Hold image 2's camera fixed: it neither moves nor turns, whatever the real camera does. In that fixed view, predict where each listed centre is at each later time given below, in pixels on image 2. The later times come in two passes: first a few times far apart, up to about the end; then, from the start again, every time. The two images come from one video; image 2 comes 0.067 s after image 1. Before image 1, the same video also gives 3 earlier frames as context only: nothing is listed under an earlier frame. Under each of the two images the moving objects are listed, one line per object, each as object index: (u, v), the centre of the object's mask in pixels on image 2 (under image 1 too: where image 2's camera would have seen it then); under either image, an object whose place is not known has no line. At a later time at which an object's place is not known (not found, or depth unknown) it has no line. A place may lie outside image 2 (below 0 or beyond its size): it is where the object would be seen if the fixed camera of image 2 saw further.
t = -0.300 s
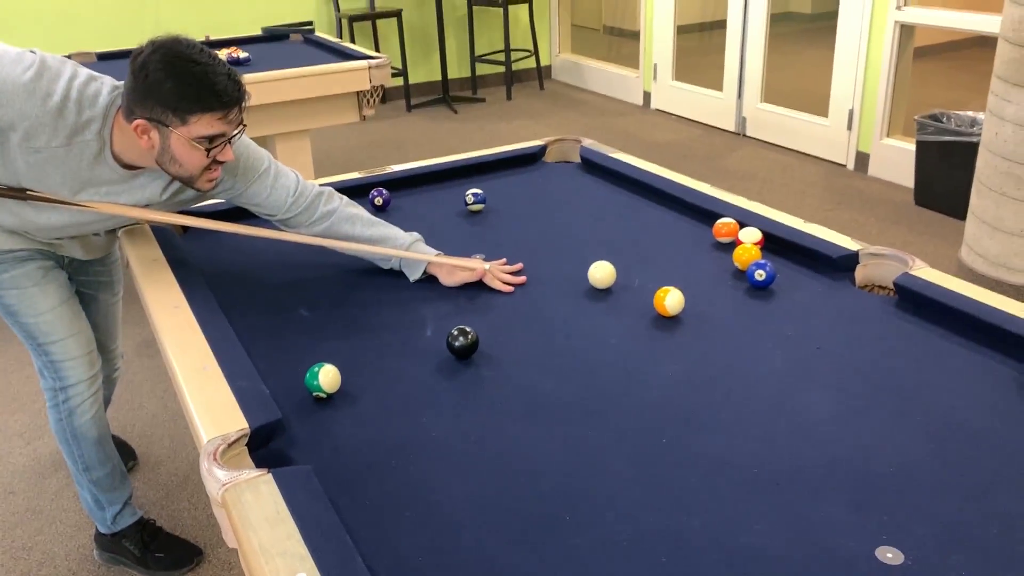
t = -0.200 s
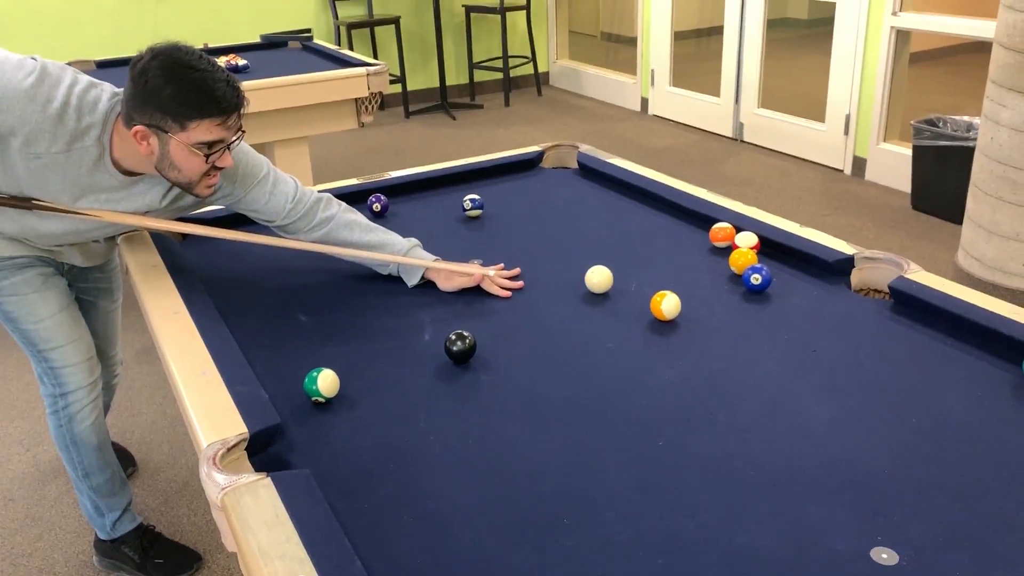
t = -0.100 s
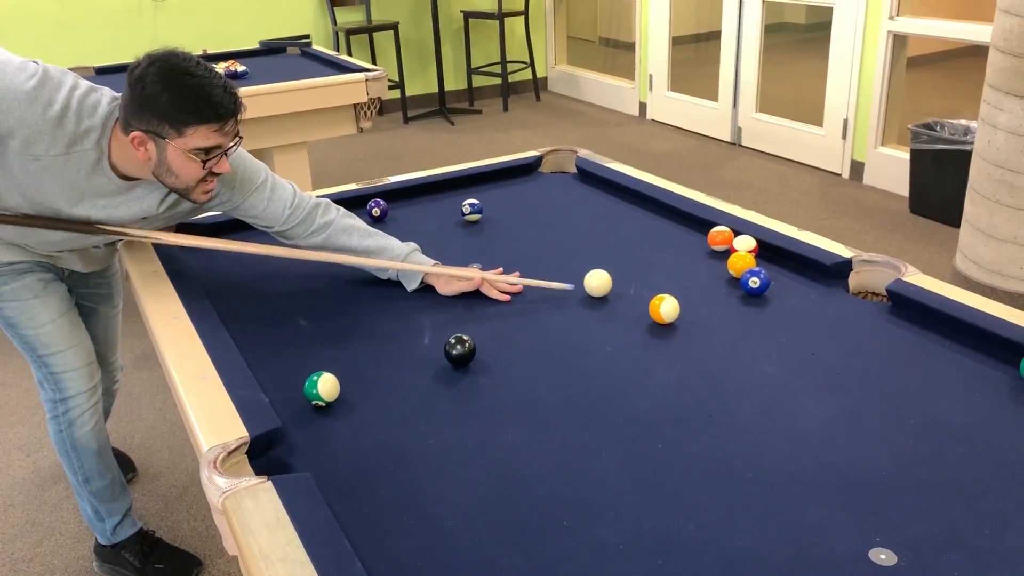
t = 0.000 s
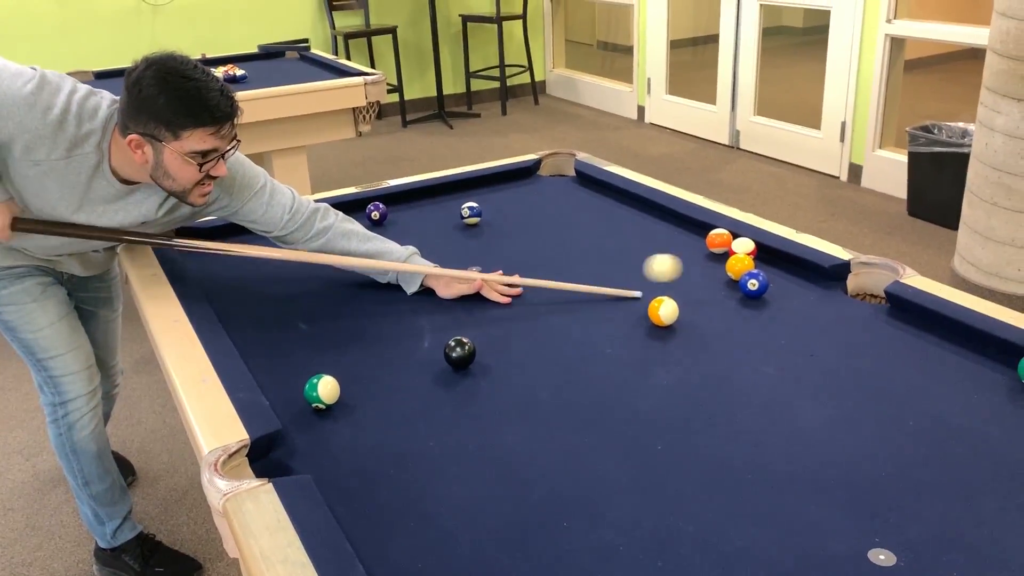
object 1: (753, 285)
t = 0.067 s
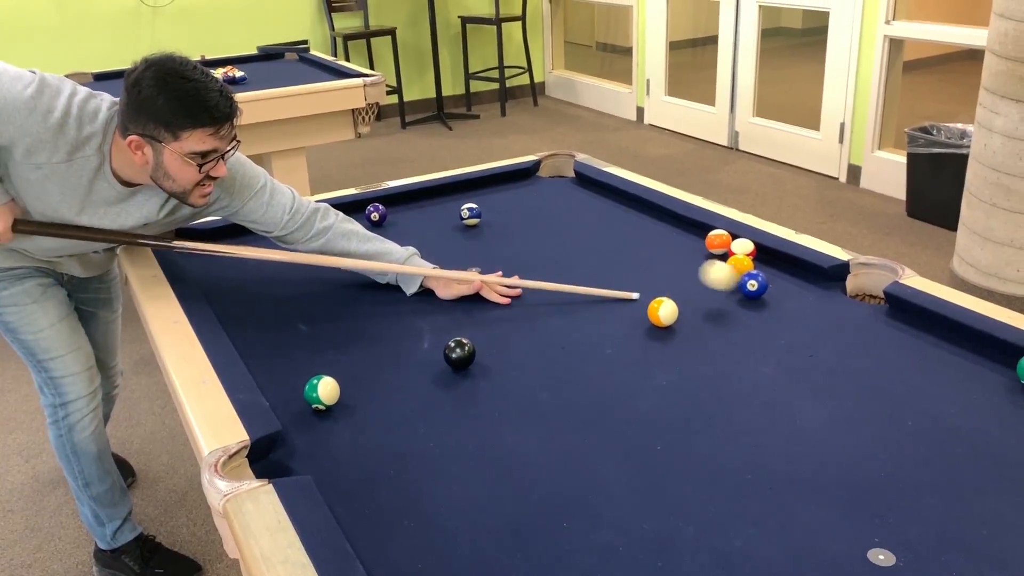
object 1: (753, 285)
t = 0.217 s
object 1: (799, 270)
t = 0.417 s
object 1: (773, 279)
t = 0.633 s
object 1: (743, 290)
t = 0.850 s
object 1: (715, 300)
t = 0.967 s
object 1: (699, 306)
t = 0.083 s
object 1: (757, 285)
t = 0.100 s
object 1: (763, 279)
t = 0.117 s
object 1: (767, 277)
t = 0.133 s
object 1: (771, 276)
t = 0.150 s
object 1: (778, 276)
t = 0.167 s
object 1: (784, 274)
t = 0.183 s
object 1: (789, 273)
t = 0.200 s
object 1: (794, 271)
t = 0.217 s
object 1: (799, 270)
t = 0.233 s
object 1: (801, 269)
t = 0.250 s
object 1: (798, 270)
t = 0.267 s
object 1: (795, 271)
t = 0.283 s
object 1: (792, 272)
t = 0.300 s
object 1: (789, 273)
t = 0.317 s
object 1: (787, 274)
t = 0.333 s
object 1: (785, 275)
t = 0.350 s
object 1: (782, 276)
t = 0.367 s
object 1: (781, 276)
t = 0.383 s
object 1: (778, 277)
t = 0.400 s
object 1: (776, 278)
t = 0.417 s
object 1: (773, 279)
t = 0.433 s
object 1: (771, 280)
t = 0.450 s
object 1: (768, 280)
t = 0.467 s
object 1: (766, 281)
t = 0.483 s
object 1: (764, 282)
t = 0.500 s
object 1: (762, 283)
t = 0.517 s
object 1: (760, 284)
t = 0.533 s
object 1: (757, 285)
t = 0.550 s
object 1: (755, 286)
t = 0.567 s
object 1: (753, 287)
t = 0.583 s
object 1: (750, 287)
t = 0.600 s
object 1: (748, 288)
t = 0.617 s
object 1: (746, 289)
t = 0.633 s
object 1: (743, 290)
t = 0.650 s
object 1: (741, 291)
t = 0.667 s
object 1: (739, 292)
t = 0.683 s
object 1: (737, 292)
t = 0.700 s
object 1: (735, 292)
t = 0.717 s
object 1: (732, 293)
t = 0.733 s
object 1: (730, 294)
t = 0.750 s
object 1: (728, 295)
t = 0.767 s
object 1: (726, 296)
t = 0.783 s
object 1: (723, 297)
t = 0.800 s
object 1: (721, 297)
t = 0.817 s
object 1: (719, 298)
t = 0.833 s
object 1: (717, 299)
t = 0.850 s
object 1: (715, 300)
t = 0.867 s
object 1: (713, 301)
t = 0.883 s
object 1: (710, 302)
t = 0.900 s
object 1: (708, 302)
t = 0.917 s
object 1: (706, 303)
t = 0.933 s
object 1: (703, 304)
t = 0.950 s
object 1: (701, 305)
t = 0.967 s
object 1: (699, 306)
